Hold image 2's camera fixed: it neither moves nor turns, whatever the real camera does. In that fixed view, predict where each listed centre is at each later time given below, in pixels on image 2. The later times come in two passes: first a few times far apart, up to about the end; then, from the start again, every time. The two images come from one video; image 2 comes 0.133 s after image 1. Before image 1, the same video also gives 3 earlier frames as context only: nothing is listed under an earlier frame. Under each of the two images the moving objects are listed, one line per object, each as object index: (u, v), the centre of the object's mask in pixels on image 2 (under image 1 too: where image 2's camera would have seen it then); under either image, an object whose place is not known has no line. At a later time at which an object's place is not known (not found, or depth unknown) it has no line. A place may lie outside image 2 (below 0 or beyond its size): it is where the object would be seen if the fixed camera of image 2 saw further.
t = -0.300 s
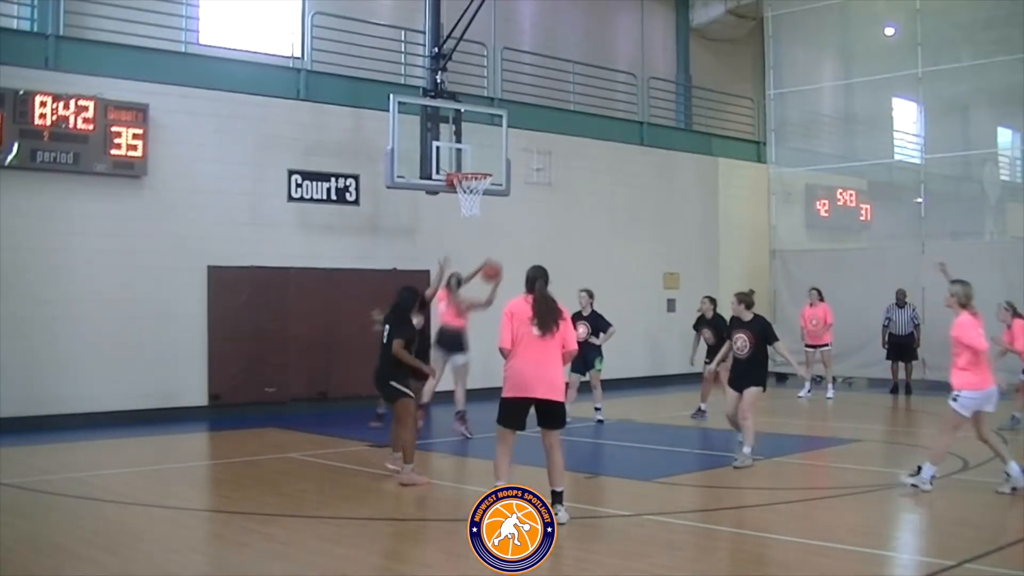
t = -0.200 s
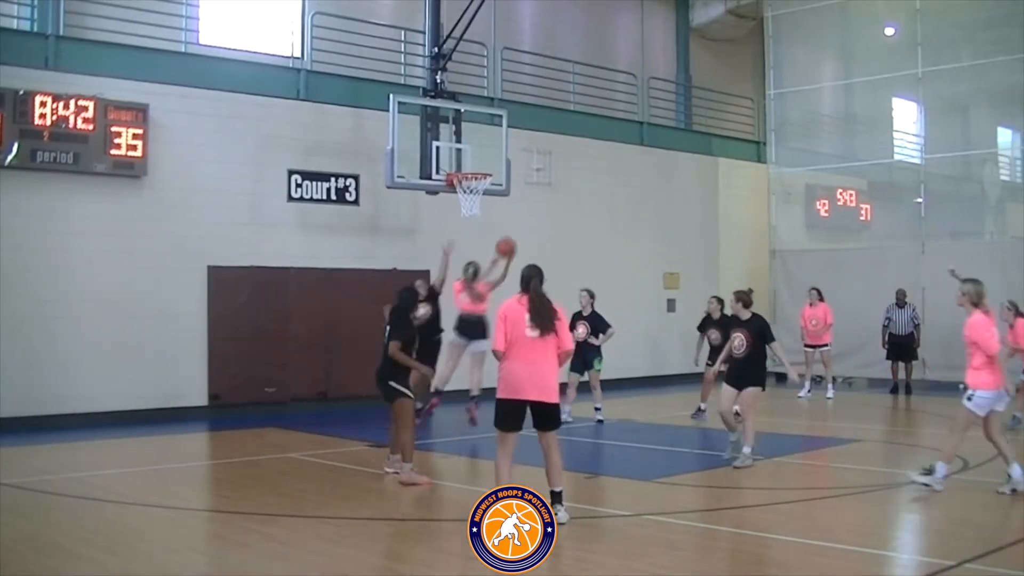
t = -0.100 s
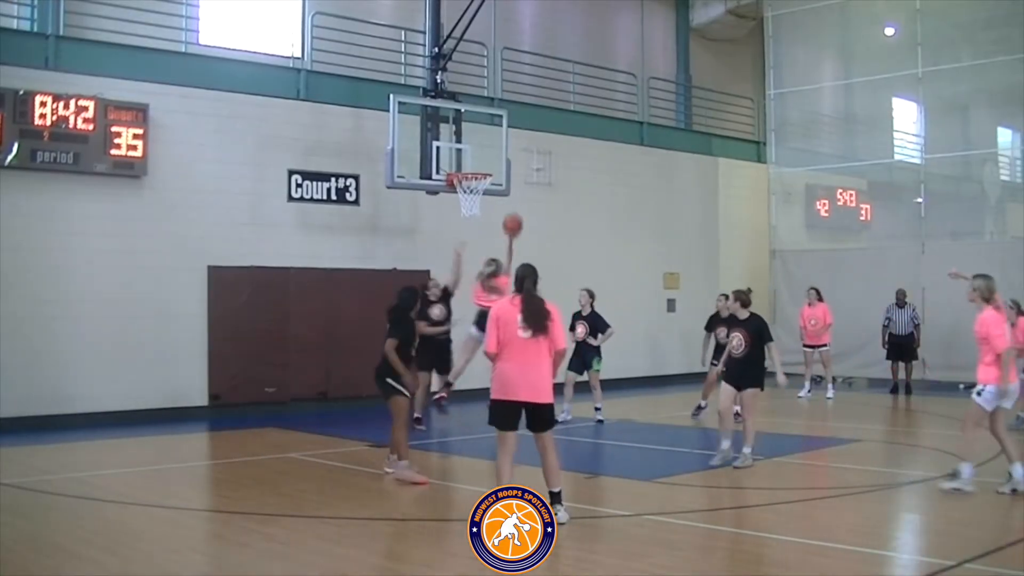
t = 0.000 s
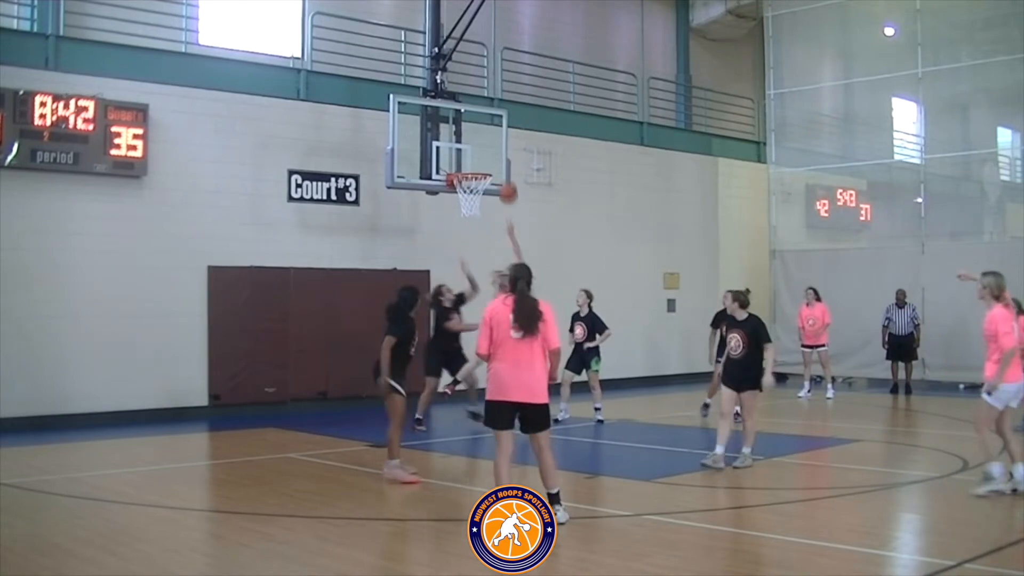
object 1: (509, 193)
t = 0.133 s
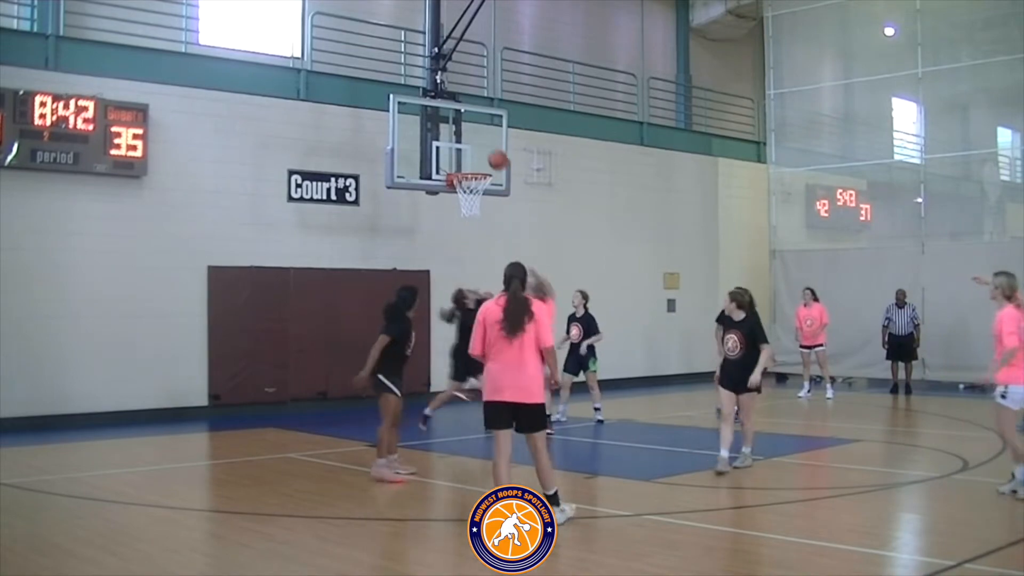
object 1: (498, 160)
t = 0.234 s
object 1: (491, 146)
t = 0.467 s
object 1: (476, 147)
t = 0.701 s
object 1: (495, 165)
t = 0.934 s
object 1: (533, 178)
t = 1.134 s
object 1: (564, 223)
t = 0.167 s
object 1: (495, 154)
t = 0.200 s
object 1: (493, 150)
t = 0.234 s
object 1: (491, 146)
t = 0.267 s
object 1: (489, 144)
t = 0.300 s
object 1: (487, 142)
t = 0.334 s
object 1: (484, 141)
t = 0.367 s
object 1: (482, 142)
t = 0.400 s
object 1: (480, 143)
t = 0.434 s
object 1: (478, 144)
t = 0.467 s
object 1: (476, 147)
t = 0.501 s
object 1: (473, 151)
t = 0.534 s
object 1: (473, 154)
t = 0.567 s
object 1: (477, 159)
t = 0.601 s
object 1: (481, 164)
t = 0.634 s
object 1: (486, 168)
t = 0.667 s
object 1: (490, 167)
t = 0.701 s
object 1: (495, 165)
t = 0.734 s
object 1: (501, 164)
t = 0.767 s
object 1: (506, 164)
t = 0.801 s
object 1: (512, 165)
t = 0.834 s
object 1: (518, 167)
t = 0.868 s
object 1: (522, 170)
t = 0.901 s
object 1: (528, 174)
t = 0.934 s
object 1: (533, 178)
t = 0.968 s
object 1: (538, 183)
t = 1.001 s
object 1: (543, 189)
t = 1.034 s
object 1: (548, 196)
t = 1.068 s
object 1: (553, 205)
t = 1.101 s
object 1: (558, 213)
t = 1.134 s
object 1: (564, 223)
